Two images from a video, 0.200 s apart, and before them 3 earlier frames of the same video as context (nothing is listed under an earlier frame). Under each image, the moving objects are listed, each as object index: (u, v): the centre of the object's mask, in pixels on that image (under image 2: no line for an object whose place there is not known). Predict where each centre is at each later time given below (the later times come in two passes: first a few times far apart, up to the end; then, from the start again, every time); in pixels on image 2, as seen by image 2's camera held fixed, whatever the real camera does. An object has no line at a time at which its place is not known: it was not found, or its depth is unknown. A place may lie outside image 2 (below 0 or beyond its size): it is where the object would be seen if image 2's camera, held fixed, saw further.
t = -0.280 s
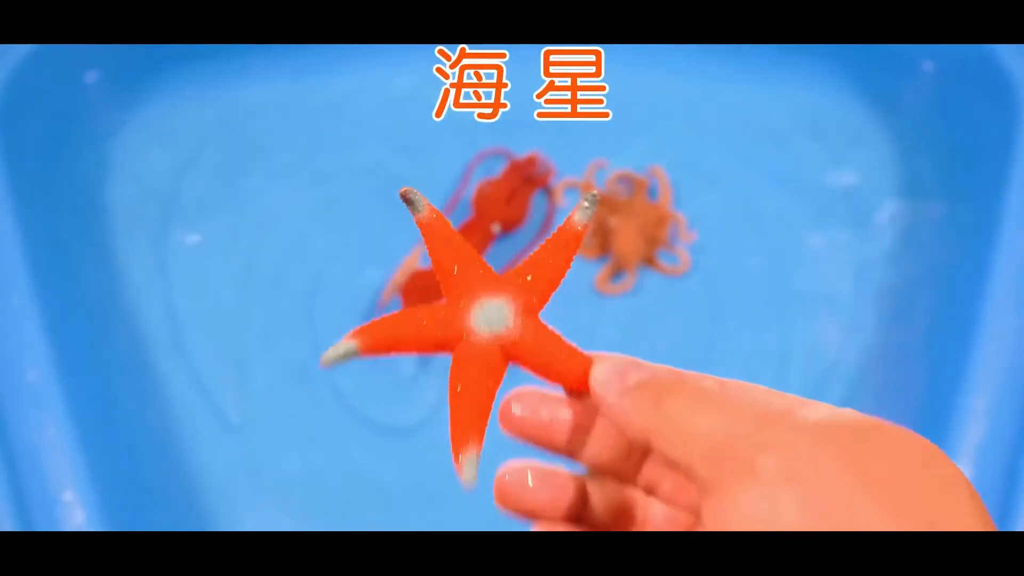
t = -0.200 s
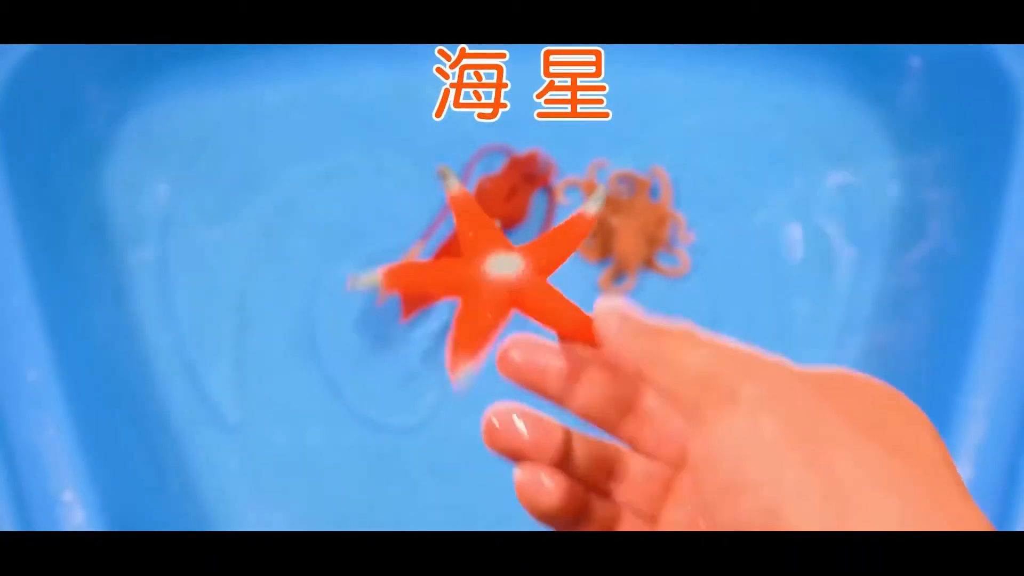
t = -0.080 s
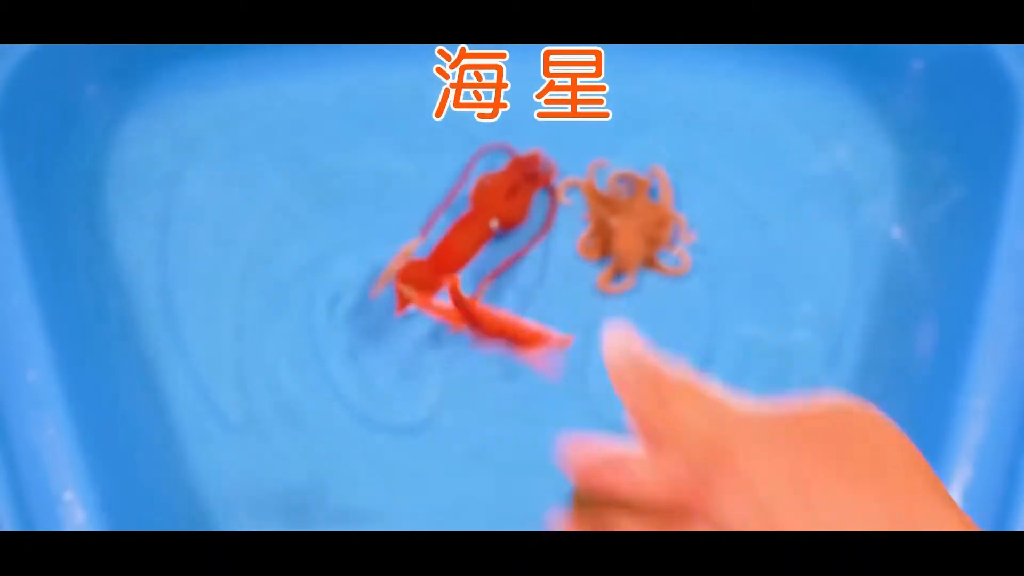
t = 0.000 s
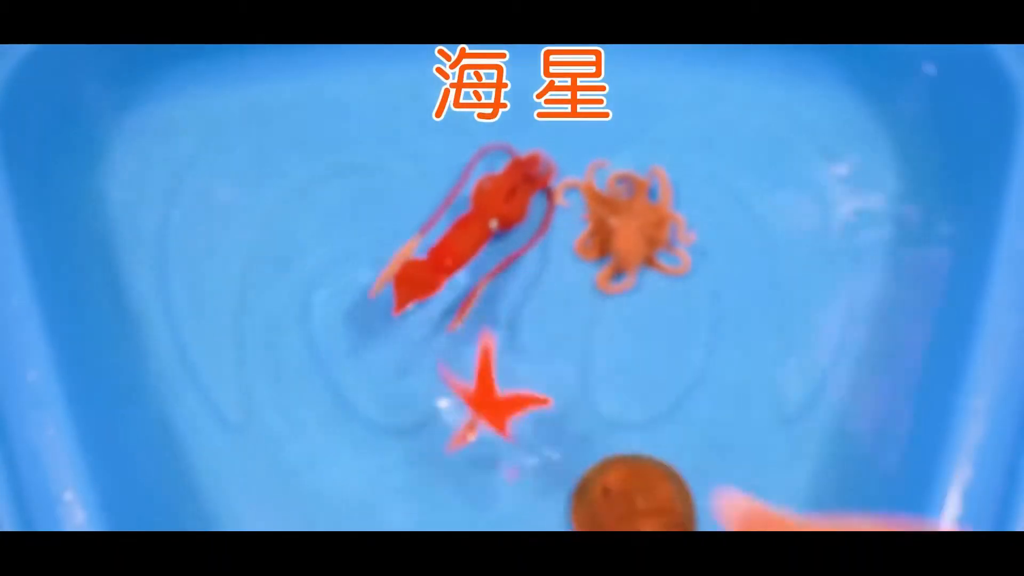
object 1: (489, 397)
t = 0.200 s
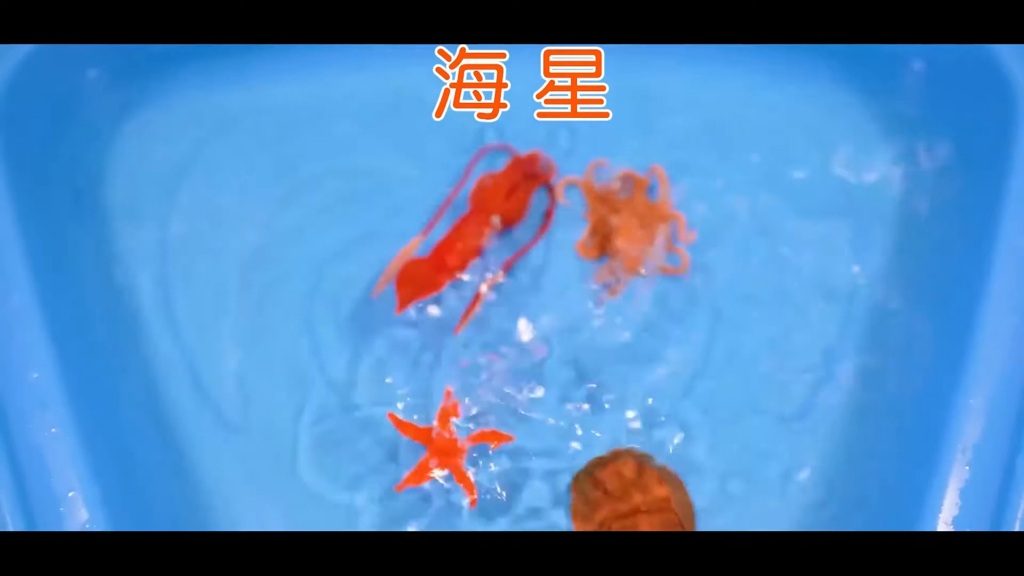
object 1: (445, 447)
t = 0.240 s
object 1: (449, 447)
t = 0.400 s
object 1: (440, 461)
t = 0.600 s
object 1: (450, 471)
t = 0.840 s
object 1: (450, 471)
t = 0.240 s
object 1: (449, 447)
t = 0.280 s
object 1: (447, 451)
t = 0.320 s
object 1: (439, 459)
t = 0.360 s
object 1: (436, 460)
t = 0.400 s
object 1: (440, 461)
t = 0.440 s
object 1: (443, 465)
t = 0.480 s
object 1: (442, 469)
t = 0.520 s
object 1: (444, 467)
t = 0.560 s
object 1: (447, 472)
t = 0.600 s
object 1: (450, 471)
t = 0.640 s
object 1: (449, 472)
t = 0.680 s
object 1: (450, 470)
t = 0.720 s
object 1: (450, 471)
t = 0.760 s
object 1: (449, 471)
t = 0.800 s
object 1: (449, 470)
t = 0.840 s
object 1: (450, 471)
